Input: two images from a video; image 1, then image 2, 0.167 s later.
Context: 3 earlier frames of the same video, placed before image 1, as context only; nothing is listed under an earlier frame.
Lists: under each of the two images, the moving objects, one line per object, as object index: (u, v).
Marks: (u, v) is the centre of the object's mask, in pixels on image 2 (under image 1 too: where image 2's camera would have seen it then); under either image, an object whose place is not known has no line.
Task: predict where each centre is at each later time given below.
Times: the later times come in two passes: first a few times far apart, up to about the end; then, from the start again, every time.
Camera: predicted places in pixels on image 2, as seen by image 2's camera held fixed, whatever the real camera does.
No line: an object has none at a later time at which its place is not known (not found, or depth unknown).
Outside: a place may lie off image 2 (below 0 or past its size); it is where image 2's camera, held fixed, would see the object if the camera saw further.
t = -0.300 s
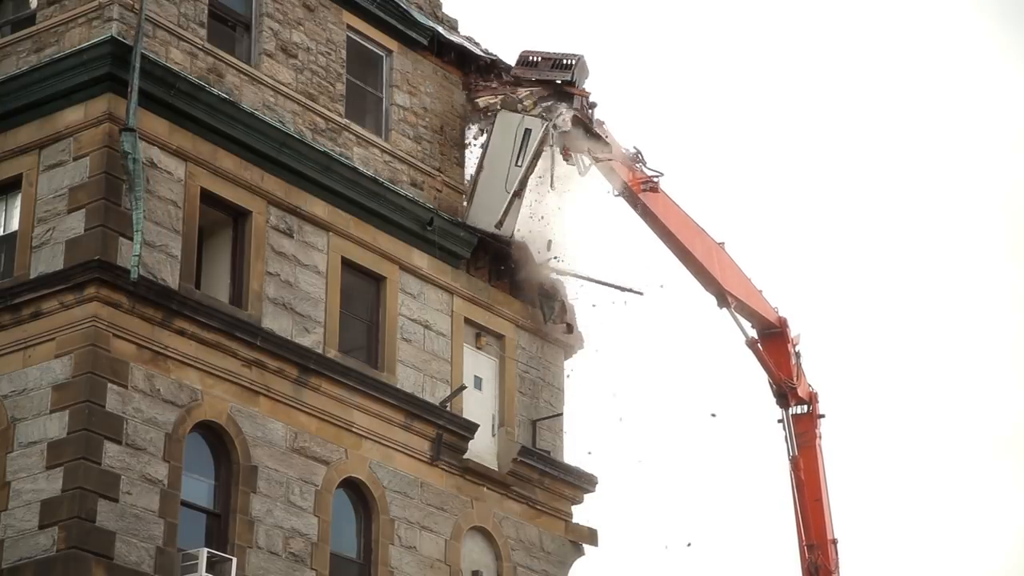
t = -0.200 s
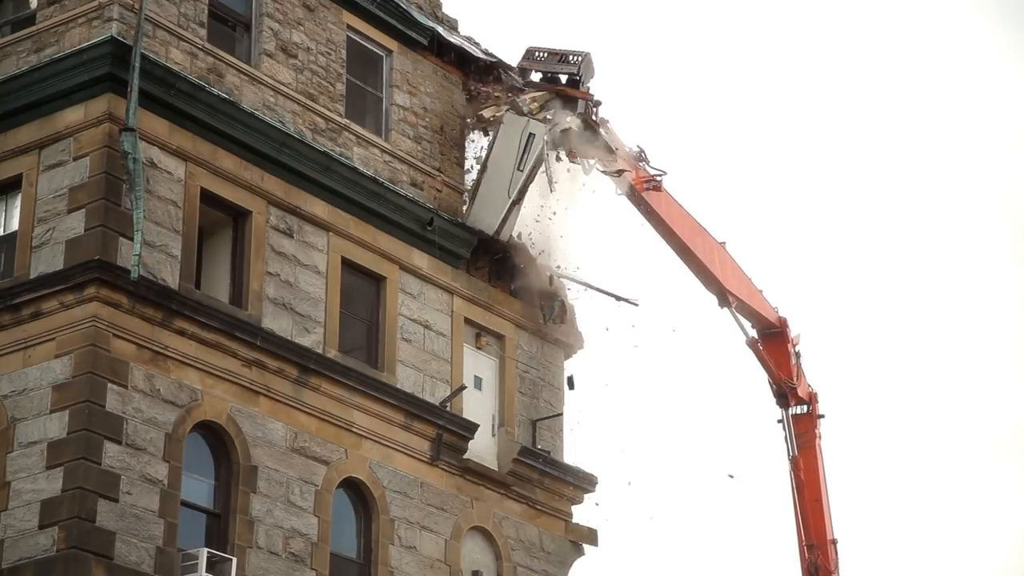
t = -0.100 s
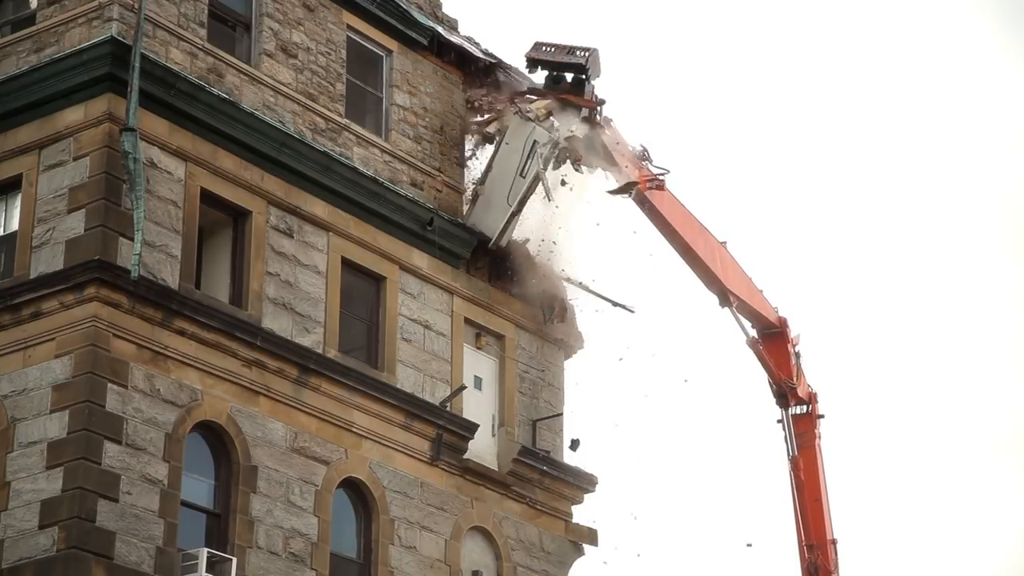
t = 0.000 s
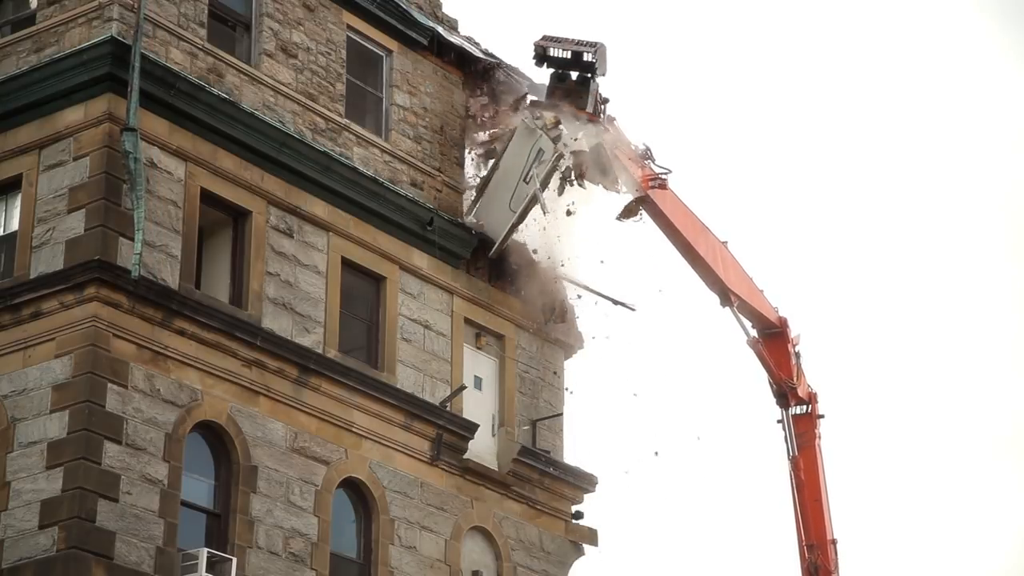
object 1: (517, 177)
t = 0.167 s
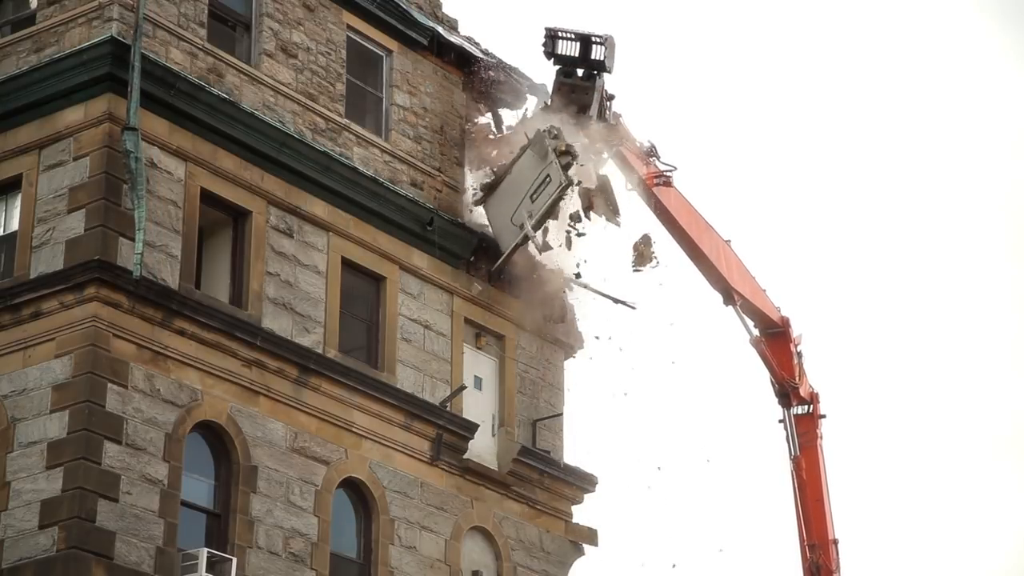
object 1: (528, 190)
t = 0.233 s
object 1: (533, 199)
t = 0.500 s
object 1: (555, 265)
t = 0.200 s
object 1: (531, 194)
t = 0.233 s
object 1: (533, 199)
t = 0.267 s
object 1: (536, 204)
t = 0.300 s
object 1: (540, 210)
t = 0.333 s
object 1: (542, 217)
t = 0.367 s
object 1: (545, 225)
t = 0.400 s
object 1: (548, 232)
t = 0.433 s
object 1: (549, 244)
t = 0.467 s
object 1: (555, 252)
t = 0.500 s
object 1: (555, 265)
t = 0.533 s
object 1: (558, 277)
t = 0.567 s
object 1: (549, 292)
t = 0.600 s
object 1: (552, 305)
